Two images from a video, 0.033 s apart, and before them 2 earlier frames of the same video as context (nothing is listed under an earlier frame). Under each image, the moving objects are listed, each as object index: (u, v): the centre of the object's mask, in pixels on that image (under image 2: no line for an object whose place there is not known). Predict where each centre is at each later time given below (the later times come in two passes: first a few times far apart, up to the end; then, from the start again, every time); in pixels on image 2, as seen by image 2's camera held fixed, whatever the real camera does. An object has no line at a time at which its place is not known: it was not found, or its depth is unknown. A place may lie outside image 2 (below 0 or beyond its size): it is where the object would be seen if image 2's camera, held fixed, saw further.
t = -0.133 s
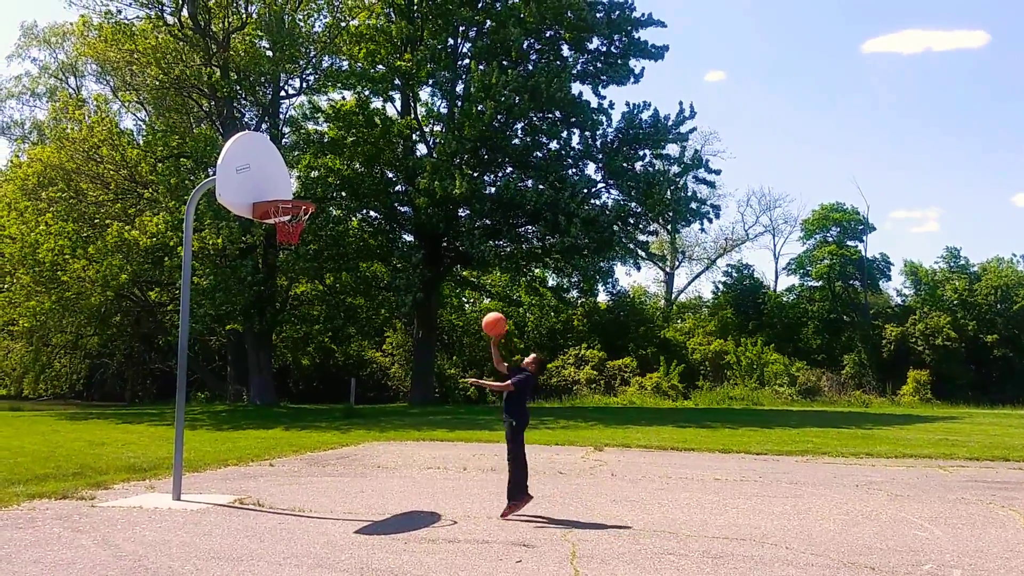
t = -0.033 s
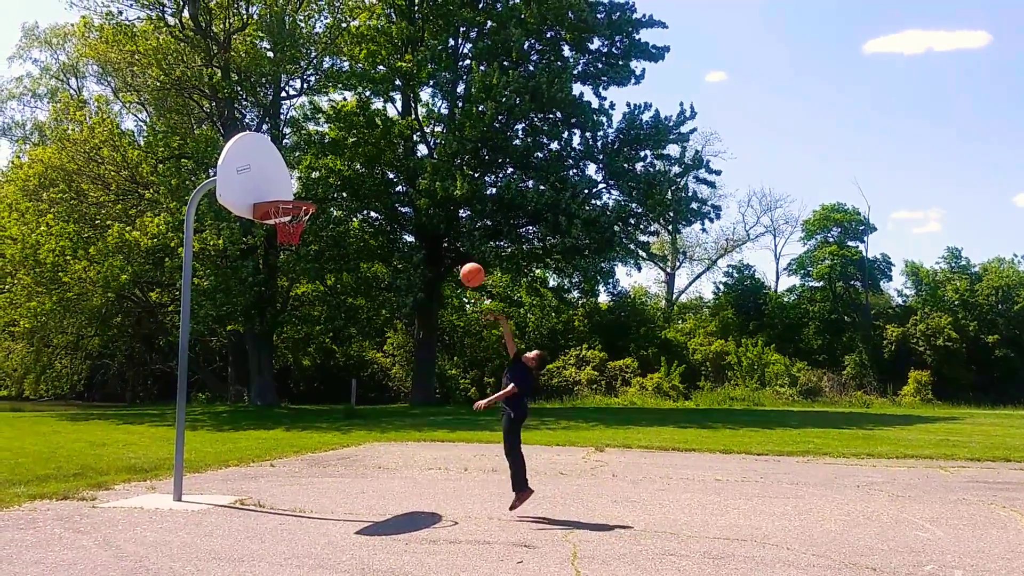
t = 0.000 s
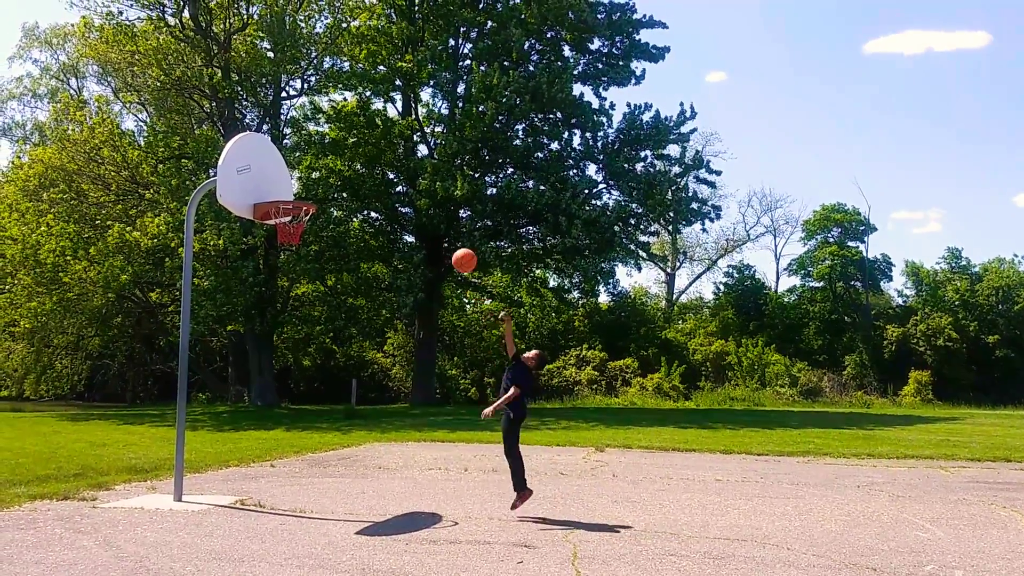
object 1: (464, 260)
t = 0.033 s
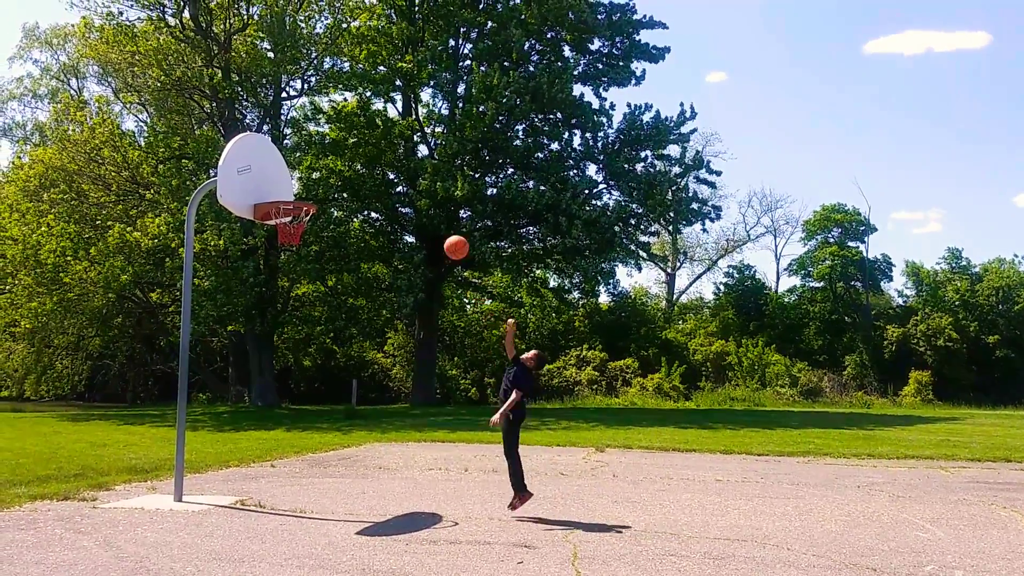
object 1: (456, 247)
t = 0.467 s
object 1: (348, 173)
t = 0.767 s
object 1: (274, 225)
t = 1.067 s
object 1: (293, 234)
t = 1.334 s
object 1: (293, 291)
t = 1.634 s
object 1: (286, 442)
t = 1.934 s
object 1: (283, 408)
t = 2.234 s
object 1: (281, 350)
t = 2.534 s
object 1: (272, 384)
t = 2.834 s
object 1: (258, 496)
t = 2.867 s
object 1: (257, 483)
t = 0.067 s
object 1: (448, 235)
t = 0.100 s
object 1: (440, 224)
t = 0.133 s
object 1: (431, 214)
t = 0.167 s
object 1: (423, 205)
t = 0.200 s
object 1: (415, 197)
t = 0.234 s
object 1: (406, 190)
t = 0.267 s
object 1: (398, 184)
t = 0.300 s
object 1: (390, 180)
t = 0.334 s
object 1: (381, 176)
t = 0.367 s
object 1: (373, 174)
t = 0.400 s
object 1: (364, 173)
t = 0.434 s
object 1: (356, 172)
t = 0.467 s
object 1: (348, 173)
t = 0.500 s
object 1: (339, 175)
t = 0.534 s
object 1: (331, 178)
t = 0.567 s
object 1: (323, 182)
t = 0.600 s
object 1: (314, 186)
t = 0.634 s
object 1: (306, 192)
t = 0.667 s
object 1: (297, 200)
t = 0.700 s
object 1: (289, 209)
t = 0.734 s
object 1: (278, 221)
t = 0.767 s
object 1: (274, 225)
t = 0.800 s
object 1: (278, 224)
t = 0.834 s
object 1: (277, 225)
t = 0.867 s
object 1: (278, 225)
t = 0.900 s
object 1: (280, 223)
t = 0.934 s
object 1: (286, 228)
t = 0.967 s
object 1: (290, 229)
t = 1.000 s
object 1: (292, 232)
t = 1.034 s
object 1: (293, 234)
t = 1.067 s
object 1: (293, 234)
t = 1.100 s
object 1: (294, 236)
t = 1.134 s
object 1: (294, 239)
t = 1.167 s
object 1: (295, 251)
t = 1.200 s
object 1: (295, 255)
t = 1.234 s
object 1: (295, 263)
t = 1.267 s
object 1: (295, 271)
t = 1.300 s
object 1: (294, 281)
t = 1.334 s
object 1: (293, 291)
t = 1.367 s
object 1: (293, 303)
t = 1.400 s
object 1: (293, 316)
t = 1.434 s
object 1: (292, 330)
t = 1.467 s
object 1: (291, 345)
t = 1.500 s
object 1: (290, 362)
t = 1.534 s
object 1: (289, 380)
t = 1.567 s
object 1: (288, 400)
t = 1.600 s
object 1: (287, 420)
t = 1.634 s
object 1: (286, 442)
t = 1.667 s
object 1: (284, 465)
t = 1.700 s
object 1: (283, 490)
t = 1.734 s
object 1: (282, 495)
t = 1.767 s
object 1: (282, 478)
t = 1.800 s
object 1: (283, 461)
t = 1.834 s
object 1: (283, 447)
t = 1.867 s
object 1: (283, 432)
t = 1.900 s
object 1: (283, 419)
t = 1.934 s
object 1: (283, 408)
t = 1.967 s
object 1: (283, 397)
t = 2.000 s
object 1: (283, 387)
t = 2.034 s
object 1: (283, 378)
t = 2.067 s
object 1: (283, 371)
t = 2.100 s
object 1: (282, 365)
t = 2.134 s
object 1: (282, 359)
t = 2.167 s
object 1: (282, 355)
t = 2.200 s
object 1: (281, 352)
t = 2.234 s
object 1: (281, 350)
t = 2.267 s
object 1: (280, 350)
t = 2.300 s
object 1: (279, 350)
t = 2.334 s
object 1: (279, 351)
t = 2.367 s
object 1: (278, 354)
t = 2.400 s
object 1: (277, 357)
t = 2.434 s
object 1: (276, 362)
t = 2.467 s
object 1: (275, 368)
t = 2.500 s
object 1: (273, 375)
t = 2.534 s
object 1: (272, 384)
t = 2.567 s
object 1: (271, 393)
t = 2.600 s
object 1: (269, 404)
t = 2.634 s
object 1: (268, 416)
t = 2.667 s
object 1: (266, 428)
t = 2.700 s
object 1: (265, 442)
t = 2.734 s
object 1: (263, 458)
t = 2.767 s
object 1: (262, 474)
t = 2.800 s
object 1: (259, 492)
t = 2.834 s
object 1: (258, 496)
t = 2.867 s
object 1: (257, 483)
